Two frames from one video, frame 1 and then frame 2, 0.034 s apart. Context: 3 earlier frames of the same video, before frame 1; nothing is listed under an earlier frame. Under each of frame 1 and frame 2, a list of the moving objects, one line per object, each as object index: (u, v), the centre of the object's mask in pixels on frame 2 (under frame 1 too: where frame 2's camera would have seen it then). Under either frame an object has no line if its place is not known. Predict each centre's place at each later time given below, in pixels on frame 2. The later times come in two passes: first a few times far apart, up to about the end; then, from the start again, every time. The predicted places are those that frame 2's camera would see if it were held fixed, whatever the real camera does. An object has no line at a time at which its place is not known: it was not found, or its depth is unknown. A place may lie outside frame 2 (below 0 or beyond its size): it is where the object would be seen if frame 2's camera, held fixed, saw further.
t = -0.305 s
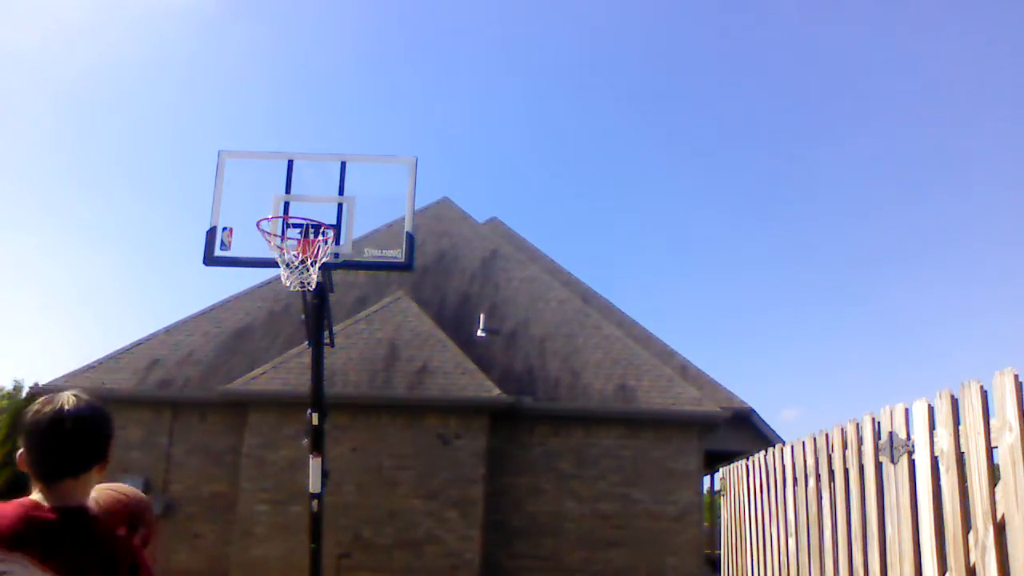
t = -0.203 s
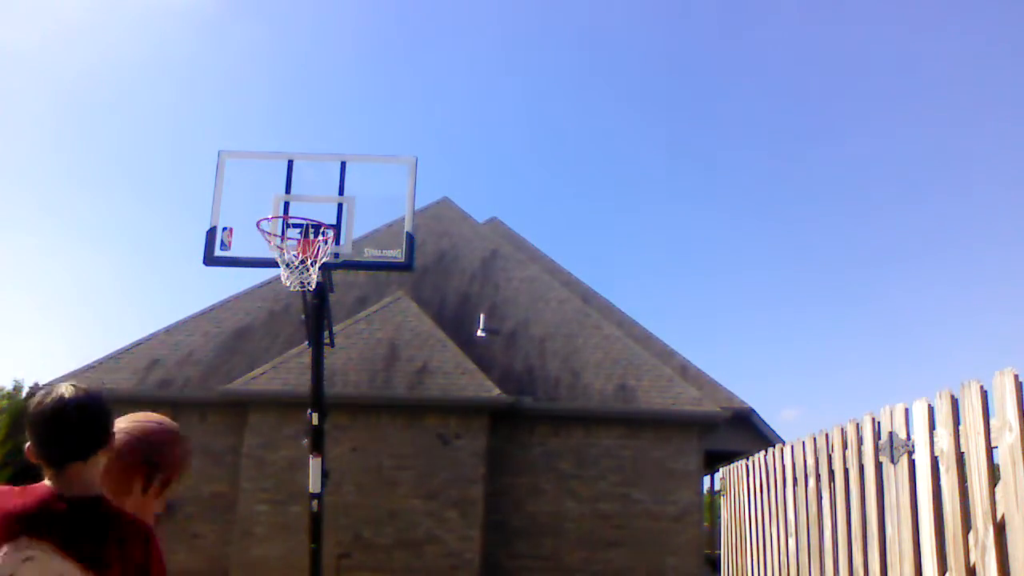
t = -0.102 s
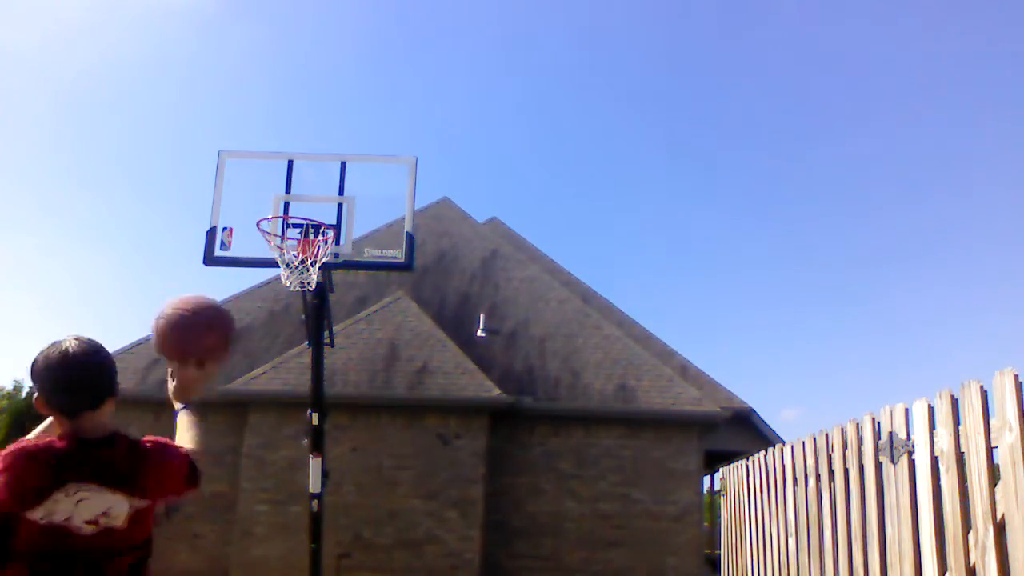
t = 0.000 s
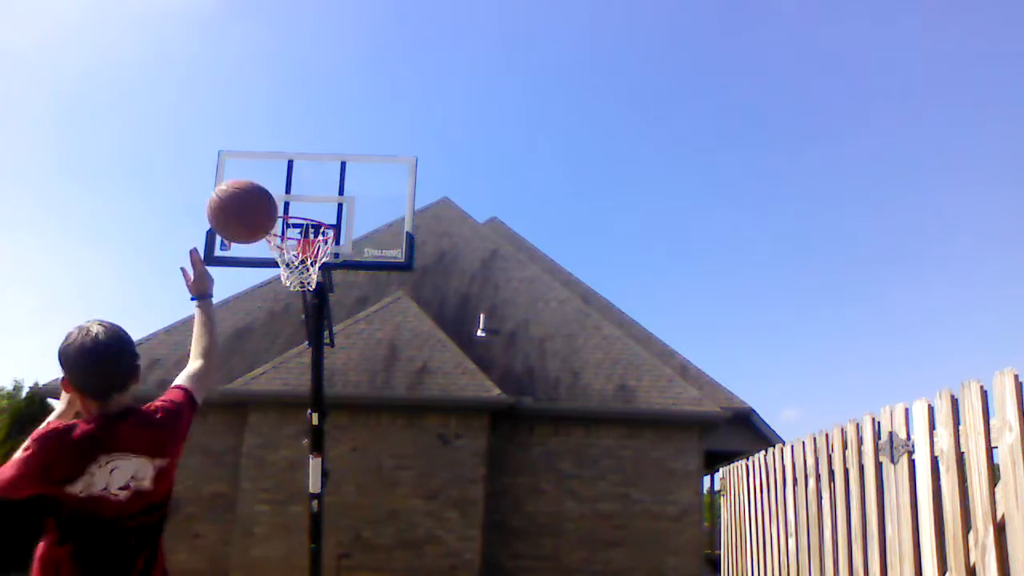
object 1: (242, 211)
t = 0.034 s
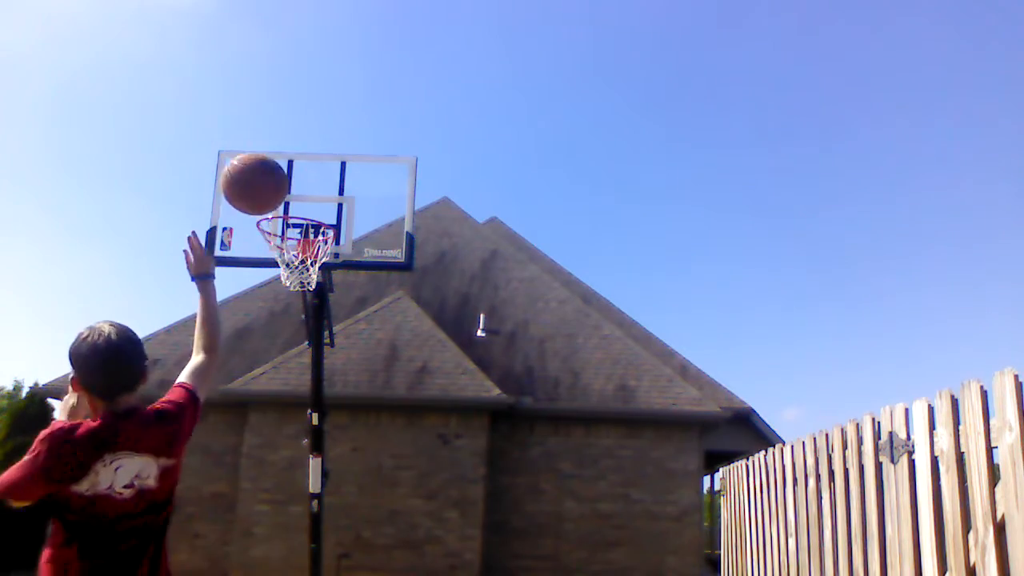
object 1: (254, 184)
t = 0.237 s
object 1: (307, 107)
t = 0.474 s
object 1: (338, 129)
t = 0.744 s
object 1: (345, 209)
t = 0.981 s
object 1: (346, 185)
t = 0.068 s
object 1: (265, 161)
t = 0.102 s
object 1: (275, 144)
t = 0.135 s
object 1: (284, 130)
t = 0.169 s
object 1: (293, 119)
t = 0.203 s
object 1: (300, 111)
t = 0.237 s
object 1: (307, 107)
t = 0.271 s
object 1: (312, 104)
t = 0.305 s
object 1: (318, 104)
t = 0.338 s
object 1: (323, 105)
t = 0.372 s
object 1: (327, 109)
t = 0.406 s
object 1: (331, 114)
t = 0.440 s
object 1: (335, 121)
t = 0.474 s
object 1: (338, 129)
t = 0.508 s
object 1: (342, 138)
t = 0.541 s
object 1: (344, 149)
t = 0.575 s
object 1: (347, 160)
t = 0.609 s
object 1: (349, 173)
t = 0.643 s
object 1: (351, 187)
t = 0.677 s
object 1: (352, 201)
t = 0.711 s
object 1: (349, 204)
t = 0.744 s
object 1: (345, 209)
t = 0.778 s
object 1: (341, 214)
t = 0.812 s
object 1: (342, 205)
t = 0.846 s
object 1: (343, 198)
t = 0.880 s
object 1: (344, 192)
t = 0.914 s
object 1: (345, 188)
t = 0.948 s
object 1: (346, 185)
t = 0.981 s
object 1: (346, 185)
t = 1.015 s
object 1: (347, 185)
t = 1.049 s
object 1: (347, 188)
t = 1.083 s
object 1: (347, 192)
